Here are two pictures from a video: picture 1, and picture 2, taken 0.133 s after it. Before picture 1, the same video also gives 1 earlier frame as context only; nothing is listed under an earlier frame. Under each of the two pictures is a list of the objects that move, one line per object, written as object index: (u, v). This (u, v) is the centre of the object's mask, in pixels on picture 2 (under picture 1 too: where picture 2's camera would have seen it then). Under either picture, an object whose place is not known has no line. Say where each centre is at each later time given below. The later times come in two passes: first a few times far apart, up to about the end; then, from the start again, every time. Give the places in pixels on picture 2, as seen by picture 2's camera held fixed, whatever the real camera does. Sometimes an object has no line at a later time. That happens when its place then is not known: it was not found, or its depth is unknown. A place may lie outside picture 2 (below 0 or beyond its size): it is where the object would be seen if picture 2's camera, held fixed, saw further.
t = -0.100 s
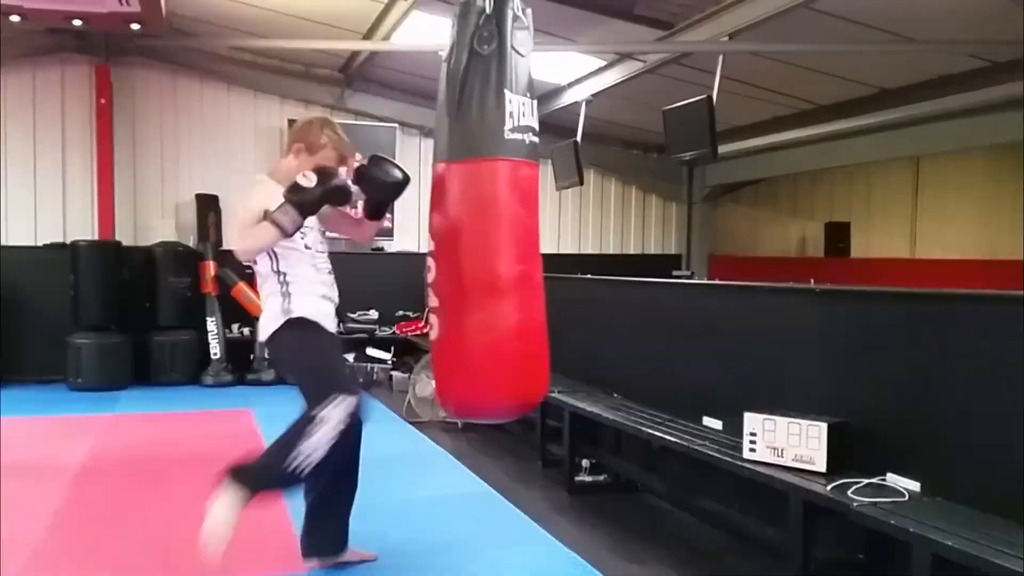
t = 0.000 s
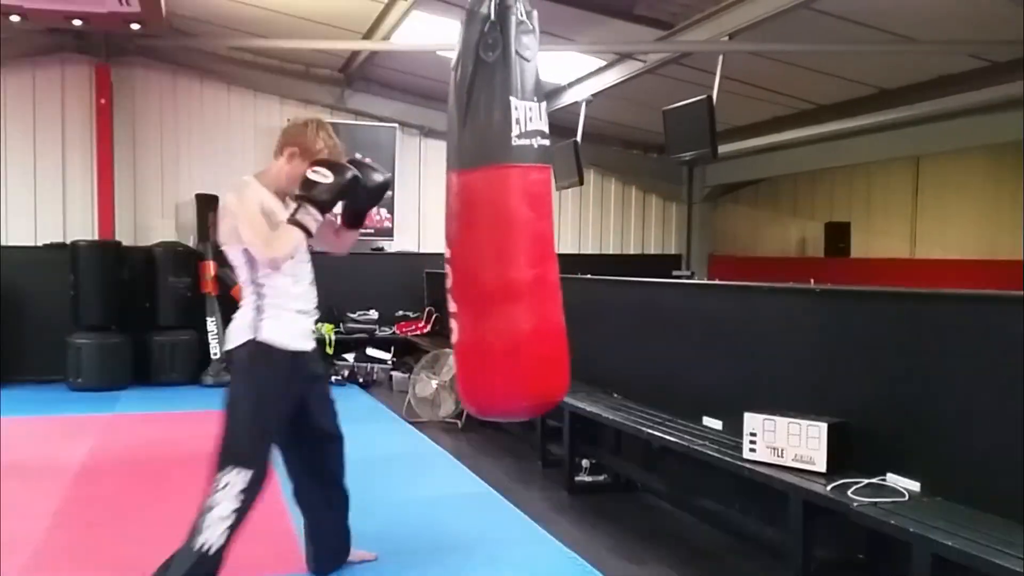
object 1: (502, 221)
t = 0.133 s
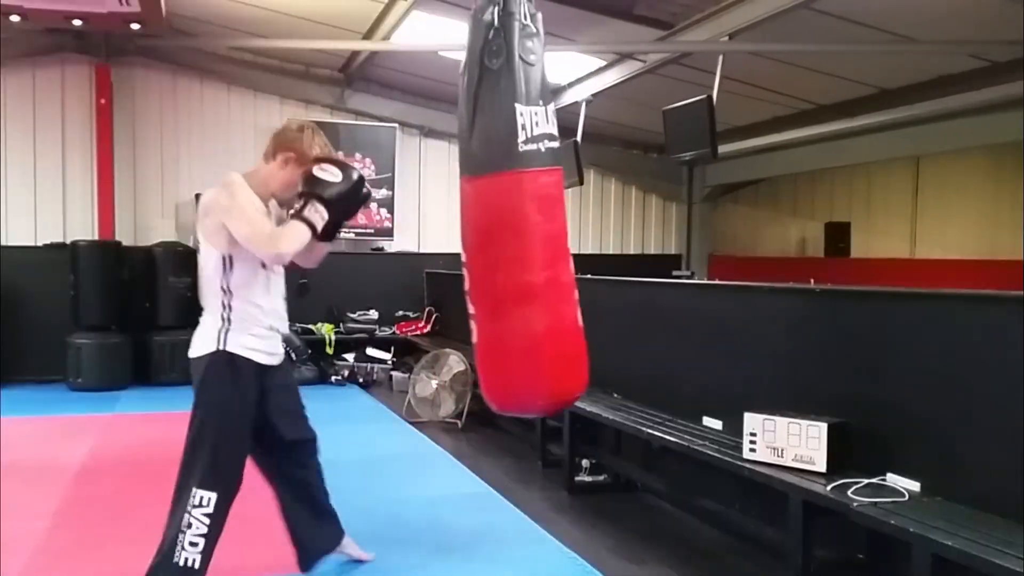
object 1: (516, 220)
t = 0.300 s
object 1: (530, 215)
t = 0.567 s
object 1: (541, 207)
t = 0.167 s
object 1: (520, 219)
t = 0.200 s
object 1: (522, 218)
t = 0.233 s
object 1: (525, 217)
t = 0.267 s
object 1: (528, 216)
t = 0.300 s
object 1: (530, 215)
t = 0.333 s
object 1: (532, 214)
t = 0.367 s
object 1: (534, 213)
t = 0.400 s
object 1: (536, 212)
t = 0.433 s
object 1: (537, 211)
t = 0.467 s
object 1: (538, 209)
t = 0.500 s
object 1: (539, 209)
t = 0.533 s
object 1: (540, 208)
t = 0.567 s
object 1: (541, 207)
